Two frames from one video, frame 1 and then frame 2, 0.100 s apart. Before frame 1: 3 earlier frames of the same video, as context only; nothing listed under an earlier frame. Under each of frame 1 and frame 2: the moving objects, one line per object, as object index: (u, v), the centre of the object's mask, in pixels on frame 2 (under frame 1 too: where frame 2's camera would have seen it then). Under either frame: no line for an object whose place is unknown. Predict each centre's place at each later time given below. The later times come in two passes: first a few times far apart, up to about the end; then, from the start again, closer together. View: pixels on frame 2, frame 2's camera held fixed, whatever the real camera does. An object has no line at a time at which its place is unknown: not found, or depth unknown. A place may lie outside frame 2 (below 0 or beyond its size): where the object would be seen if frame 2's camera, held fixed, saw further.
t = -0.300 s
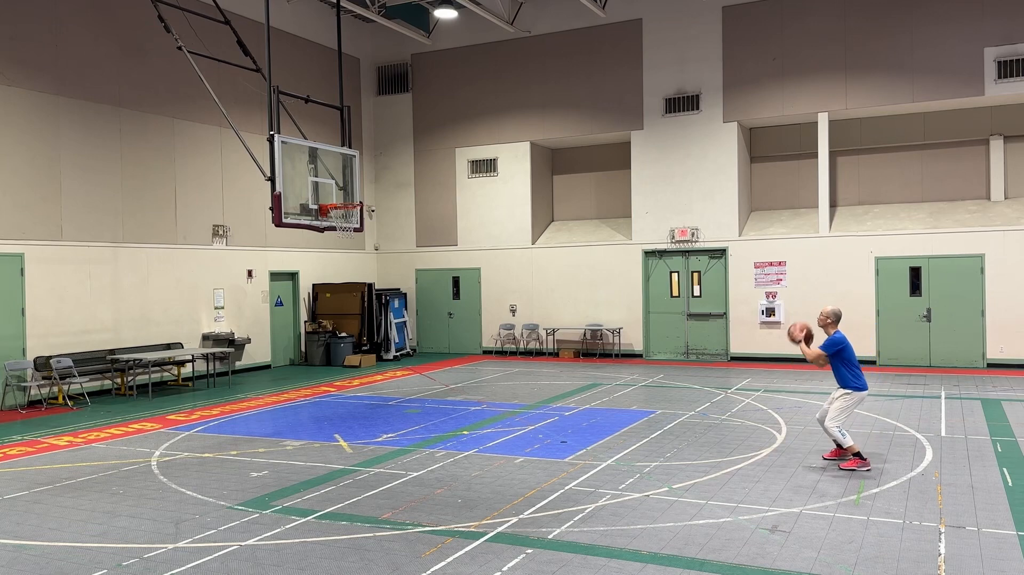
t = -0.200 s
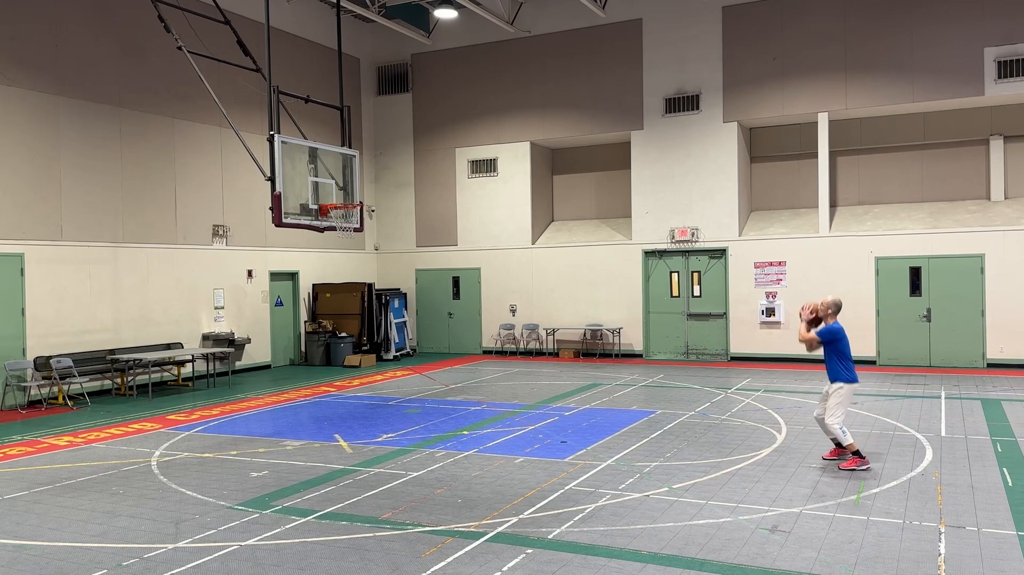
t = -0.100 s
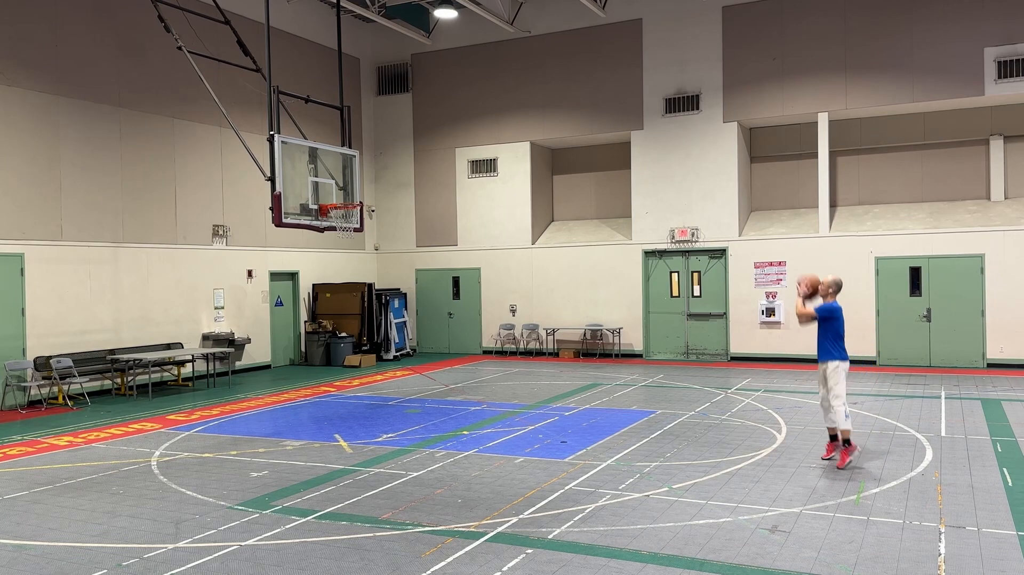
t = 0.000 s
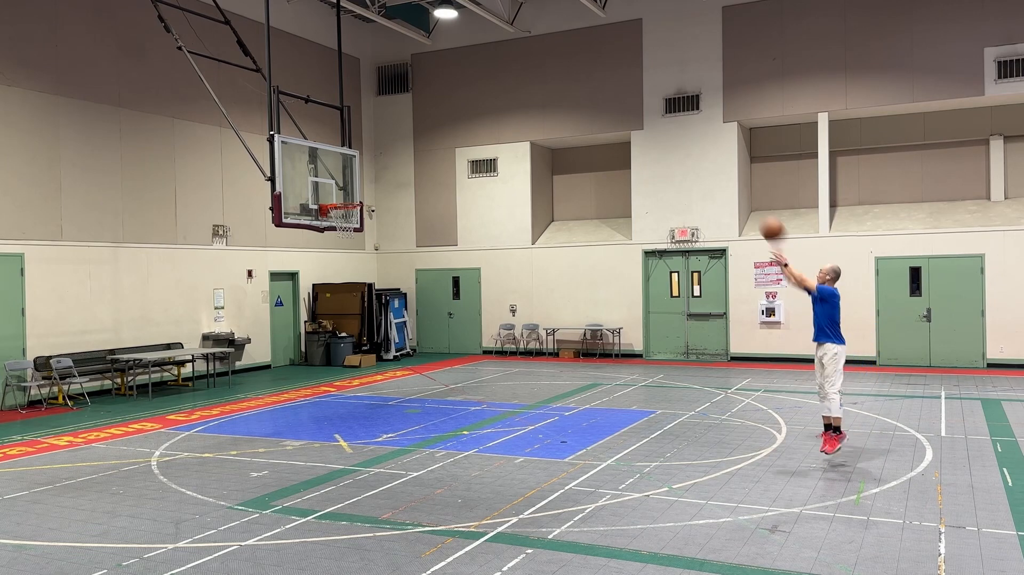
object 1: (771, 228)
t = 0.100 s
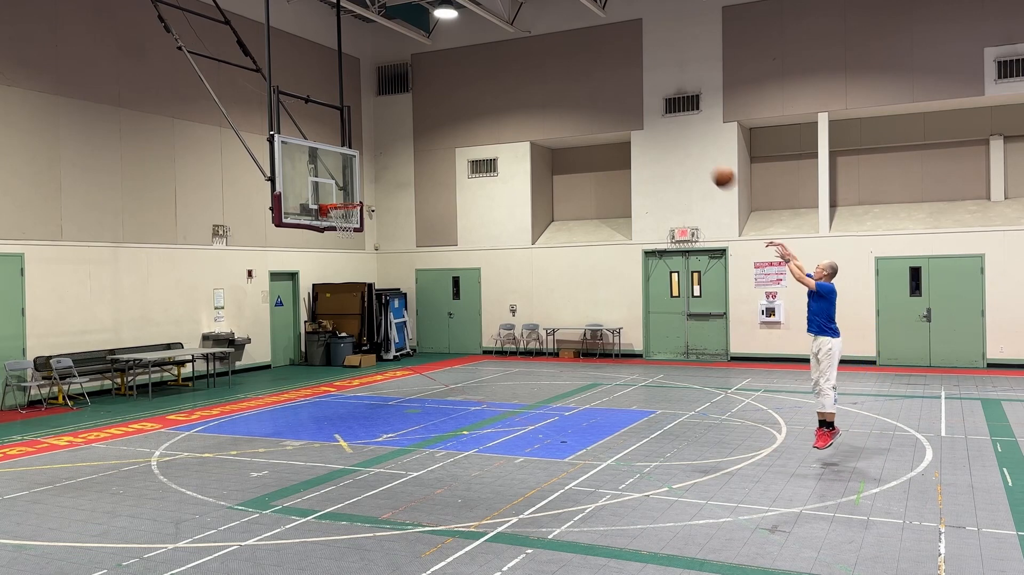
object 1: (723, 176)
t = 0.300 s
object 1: (637, 105)
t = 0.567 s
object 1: (539, 72)
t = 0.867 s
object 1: (447, 101)
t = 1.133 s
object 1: (379, 173)
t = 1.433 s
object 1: (358, 180)
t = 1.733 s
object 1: (369, 198)
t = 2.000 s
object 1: (395, 249)
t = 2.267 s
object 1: (420, 340)
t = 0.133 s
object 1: (708, 161)
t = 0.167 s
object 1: (693, 148)
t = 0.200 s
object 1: (678, 135)
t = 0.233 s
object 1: (664, 124)
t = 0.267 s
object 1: (650, 114)
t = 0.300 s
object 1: (637, 105)
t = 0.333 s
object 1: (624, 97)
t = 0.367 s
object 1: (611, 91)
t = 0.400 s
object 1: (598, 85)
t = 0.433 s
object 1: (586, 81)
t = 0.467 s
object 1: (573, 77)
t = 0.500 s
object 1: (562, 75)
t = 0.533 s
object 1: (550, 73)
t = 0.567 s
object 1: (539, 72)
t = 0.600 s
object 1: (528, 72)
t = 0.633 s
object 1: (517, 74)
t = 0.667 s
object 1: (506, 75)
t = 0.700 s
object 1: (496, 78)
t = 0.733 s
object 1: (485, 81)
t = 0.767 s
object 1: (476, 85)
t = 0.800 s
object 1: (466, 90)
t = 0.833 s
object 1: (456, 95)
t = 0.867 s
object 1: (447, 101)
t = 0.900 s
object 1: (438, 108)
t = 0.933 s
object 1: (428, 115)
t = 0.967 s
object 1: (420, 123)
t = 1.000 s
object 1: (412, 132)
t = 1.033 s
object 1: (404, 141)
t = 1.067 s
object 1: (395, 151)
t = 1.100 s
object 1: (387, 162)
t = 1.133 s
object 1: (379, 173)
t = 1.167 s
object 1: (372, 183)
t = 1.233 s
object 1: (362, 195)
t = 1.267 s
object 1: (361, 191)
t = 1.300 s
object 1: (360, 187)
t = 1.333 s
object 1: (360, 184)
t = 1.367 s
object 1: (359, 182)
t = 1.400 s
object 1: (359, 181)
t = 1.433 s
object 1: (358, 180)
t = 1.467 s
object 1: (358, 181)
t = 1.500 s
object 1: (357, 181)
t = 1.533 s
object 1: (357, 183)
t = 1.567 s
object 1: (357, 185)
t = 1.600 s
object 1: (356, 188)
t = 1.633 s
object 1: (359, 190)
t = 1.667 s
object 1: (362, 192)
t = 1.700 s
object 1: (366, 195)
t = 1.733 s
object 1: (369, 198)
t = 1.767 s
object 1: (372, 202)
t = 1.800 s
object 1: (375, 207)
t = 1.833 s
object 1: (378, 212)
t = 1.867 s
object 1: (381, 218)
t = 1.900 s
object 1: (385, 225)
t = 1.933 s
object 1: (388, 232)
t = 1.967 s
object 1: (391, 240)
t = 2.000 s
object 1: (395, 249)
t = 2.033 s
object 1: (398, 259)
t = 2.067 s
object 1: (401, 268)
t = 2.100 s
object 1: (404, 278)
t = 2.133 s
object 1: (407, 289)
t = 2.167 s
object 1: (411, 302)
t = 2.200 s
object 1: (414, 314)
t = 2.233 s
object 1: (417, 327)
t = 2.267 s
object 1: (420, 340)
